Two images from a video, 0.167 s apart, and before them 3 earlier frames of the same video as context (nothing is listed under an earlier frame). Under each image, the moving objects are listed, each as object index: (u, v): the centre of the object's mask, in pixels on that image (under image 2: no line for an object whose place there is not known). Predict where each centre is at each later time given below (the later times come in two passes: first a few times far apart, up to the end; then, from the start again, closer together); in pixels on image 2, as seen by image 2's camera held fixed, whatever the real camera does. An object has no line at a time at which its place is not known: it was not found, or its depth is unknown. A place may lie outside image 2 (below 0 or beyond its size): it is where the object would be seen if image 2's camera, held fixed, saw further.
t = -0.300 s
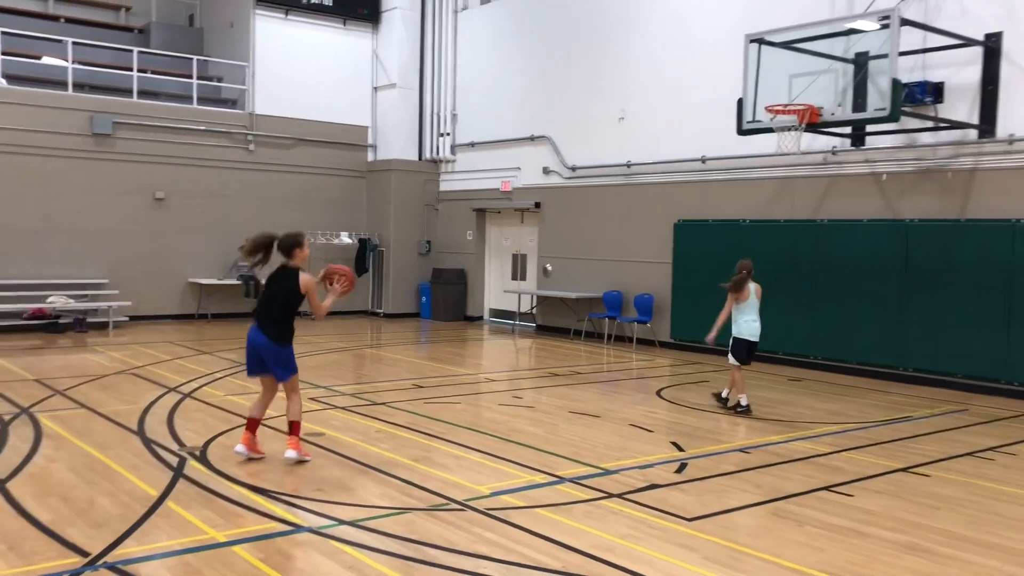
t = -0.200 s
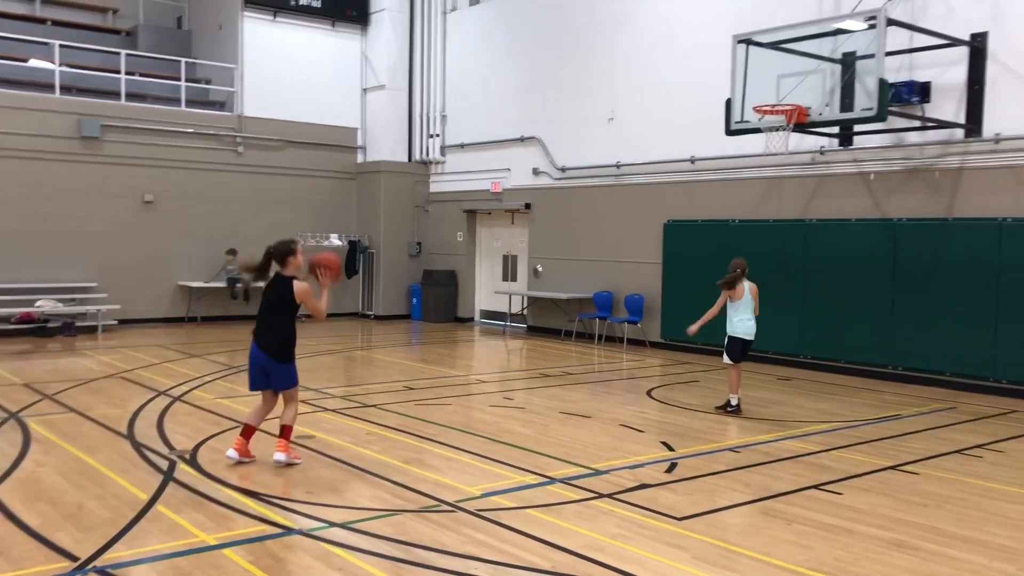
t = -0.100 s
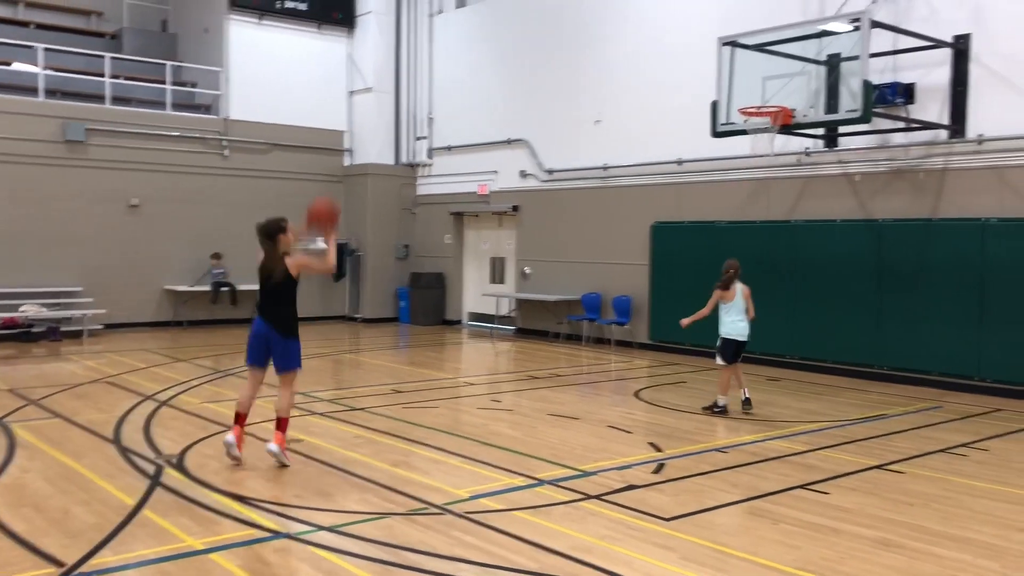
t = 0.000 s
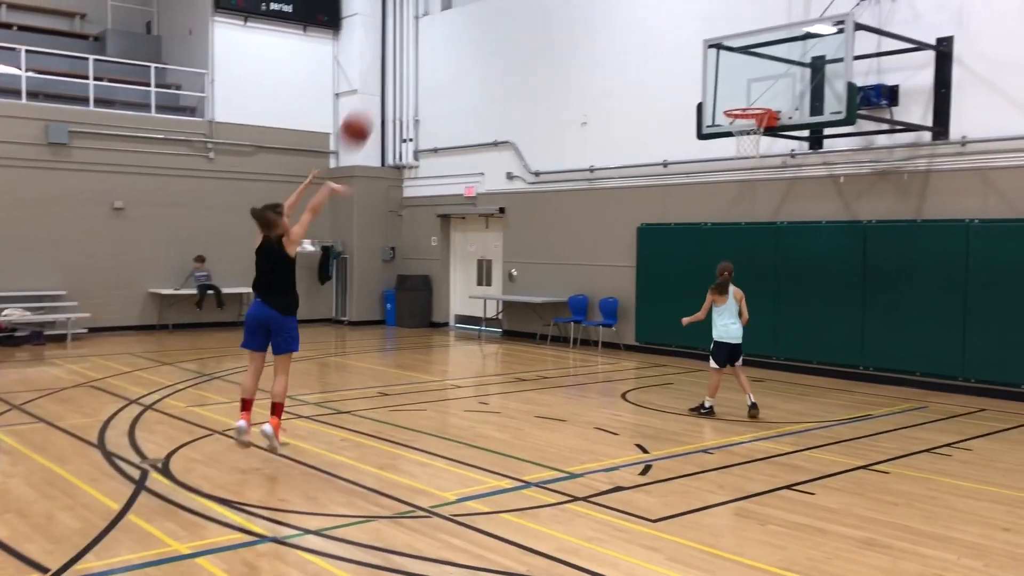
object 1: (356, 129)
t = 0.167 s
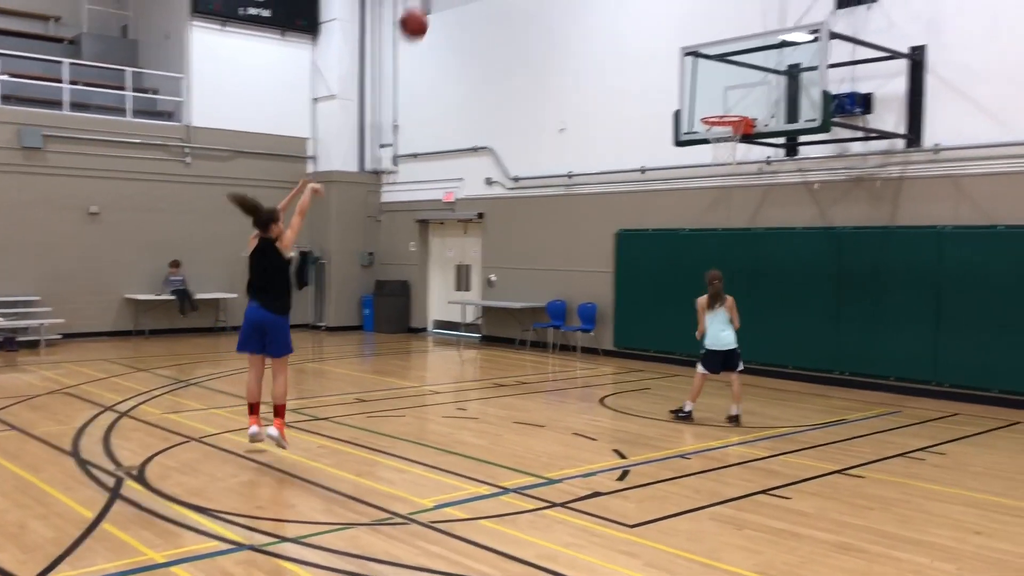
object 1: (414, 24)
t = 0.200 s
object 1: (428, 10)
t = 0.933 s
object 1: (673, 5)
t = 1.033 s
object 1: (698, 43)
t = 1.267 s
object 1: (728, 149)
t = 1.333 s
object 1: (722, 176)
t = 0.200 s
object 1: (428, 10)
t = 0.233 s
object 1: (443, 2)
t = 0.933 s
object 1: (673, 5)
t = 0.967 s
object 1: (682, 16)
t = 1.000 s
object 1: (689, 29)
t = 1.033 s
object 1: (698, 43)
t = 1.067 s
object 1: (706, 58)
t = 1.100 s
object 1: (713, 74)
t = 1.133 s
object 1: (720, 89)
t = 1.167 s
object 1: (727, 104)
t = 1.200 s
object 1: (734, 122)
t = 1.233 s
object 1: (733, 134)
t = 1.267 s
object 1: (728, 149)
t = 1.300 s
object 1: (725, 162)
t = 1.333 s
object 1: (722, 176)
